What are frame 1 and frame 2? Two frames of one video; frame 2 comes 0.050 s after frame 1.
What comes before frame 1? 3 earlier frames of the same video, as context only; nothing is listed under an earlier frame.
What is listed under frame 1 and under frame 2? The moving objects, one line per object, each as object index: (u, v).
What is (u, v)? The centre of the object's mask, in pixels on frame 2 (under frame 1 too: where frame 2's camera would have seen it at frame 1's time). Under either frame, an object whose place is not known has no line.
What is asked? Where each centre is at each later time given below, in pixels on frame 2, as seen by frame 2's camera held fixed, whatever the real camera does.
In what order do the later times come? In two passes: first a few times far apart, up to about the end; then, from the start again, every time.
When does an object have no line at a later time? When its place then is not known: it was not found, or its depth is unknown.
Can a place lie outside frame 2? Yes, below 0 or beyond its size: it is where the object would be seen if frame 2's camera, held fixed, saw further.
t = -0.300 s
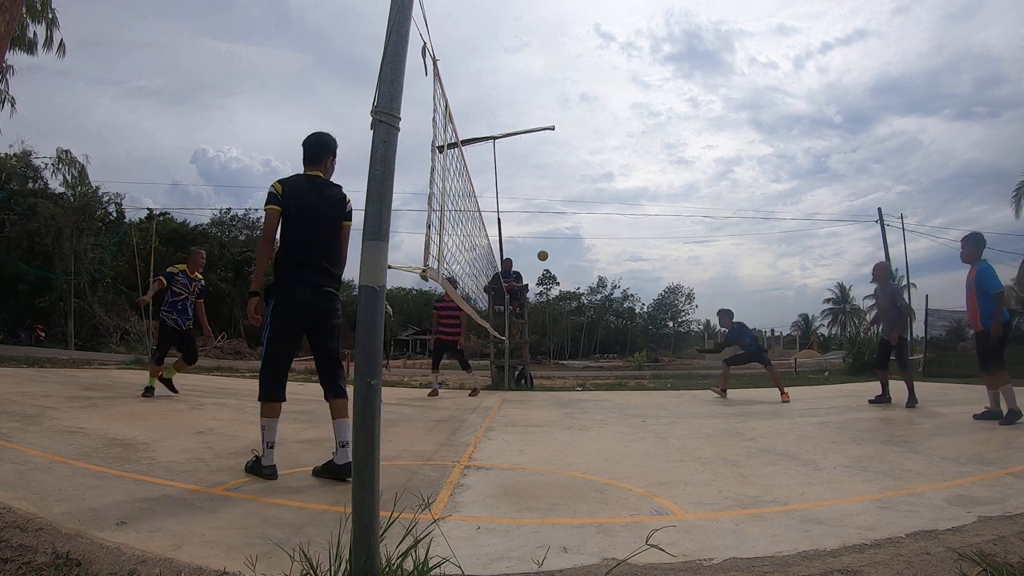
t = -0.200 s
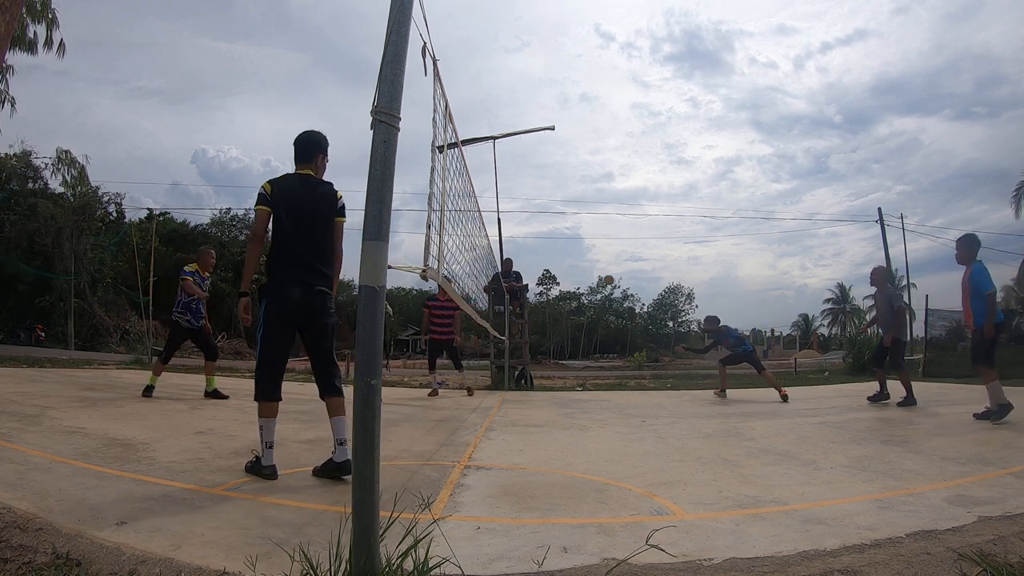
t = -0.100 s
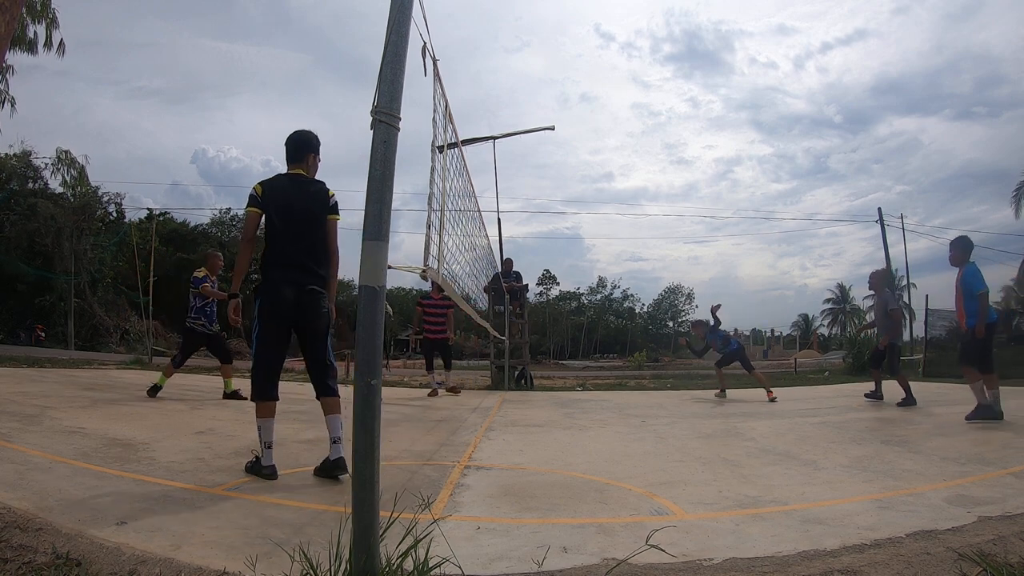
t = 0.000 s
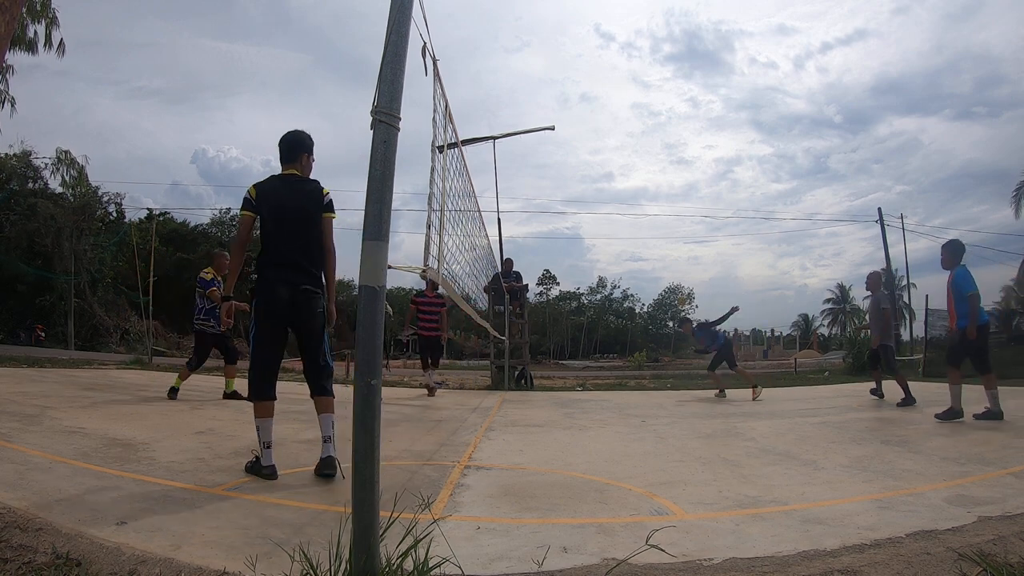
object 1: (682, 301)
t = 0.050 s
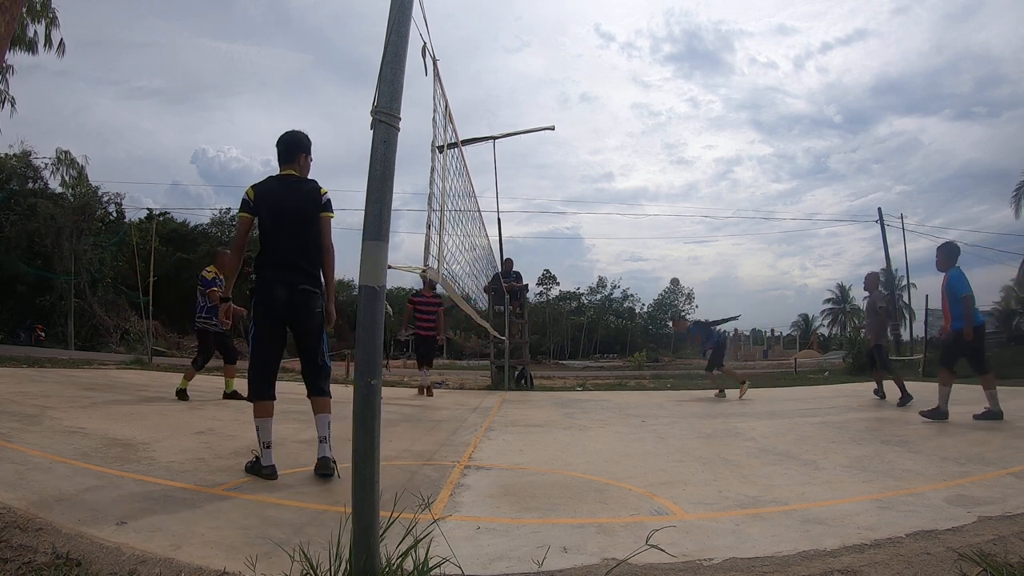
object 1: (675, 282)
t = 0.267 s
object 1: (643, 215)
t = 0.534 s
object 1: (602, 172)
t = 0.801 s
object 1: (554, 184)
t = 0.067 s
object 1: (672, 275)
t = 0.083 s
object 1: (670, 270)
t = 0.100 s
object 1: (668, 264)
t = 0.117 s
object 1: (665, 258)
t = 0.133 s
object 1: (663, 253)
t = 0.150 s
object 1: (660, 248)
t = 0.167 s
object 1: (658, 242)
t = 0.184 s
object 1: (656, 238)
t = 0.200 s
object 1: (653, 233)
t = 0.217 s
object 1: (651, 228)
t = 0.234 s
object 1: (648, 224)
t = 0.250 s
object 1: (646, 219)
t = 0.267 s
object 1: (643, 215)
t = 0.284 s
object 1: (641, 211)
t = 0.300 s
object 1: (638, 207)
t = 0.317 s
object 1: (636, 203)
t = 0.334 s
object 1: (633, 200)
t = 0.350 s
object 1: (631, 197)
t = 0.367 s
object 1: (628, 193)
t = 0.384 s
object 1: (626, 190)
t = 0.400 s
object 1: (623, 188)
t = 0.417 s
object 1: (621, 185)
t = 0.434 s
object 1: (618, 182)
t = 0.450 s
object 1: (615, 180)
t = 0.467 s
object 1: (613, 178)
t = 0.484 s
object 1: (610, 176)
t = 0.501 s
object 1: (607, 175)
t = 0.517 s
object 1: (605, 173)
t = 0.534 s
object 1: (602, 172)
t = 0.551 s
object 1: (599, 171)
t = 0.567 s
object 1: (596, 170)
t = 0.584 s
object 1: (594, 169)
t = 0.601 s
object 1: (591, 169)
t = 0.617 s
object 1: (588, 169)
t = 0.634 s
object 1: (585, 169)
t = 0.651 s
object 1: (582, 169)
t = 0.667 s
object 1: (579, 170)
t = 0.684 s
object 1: (576, 171)
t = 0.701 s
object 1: (573, 171)
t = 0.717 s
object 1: (570, 173)
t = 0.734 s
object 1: (567, 174)
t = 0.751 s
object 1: (564, 176)
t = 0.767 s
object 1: (561, 178)
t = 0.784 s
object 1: (558, 181)
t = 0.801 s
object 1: (554, 184)
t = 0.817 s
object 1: (551, 187)
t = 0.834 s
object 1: (548, 190)
